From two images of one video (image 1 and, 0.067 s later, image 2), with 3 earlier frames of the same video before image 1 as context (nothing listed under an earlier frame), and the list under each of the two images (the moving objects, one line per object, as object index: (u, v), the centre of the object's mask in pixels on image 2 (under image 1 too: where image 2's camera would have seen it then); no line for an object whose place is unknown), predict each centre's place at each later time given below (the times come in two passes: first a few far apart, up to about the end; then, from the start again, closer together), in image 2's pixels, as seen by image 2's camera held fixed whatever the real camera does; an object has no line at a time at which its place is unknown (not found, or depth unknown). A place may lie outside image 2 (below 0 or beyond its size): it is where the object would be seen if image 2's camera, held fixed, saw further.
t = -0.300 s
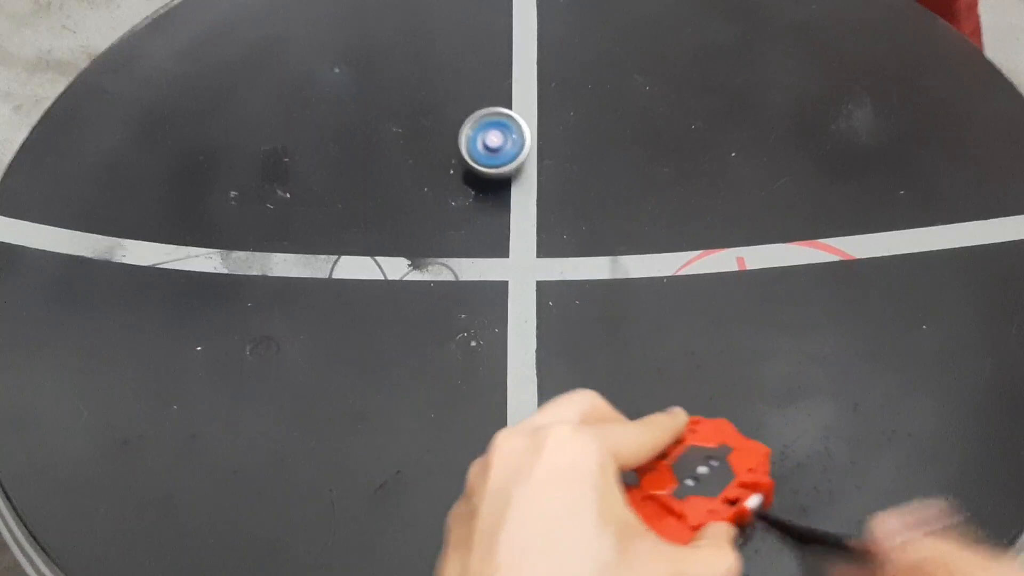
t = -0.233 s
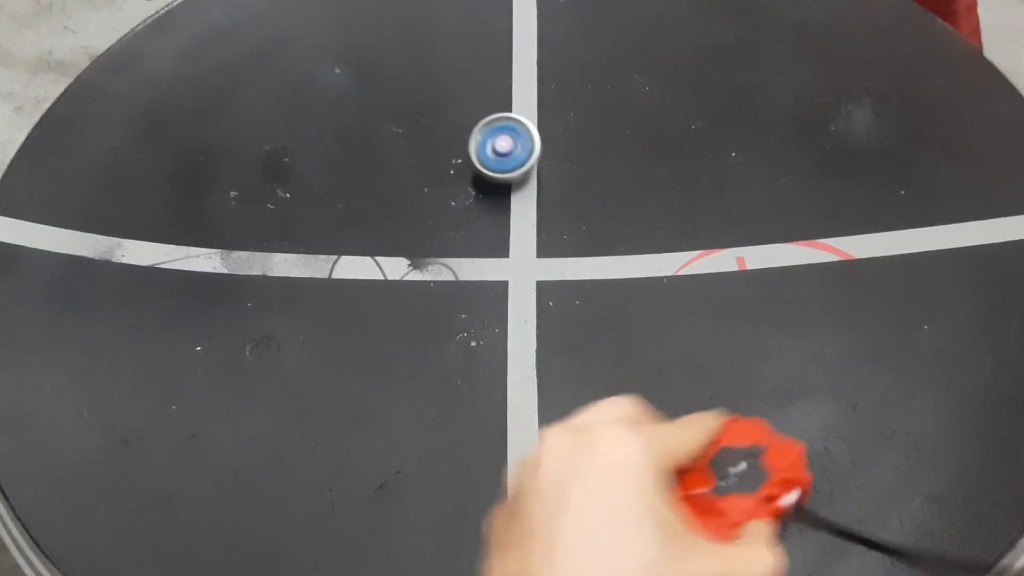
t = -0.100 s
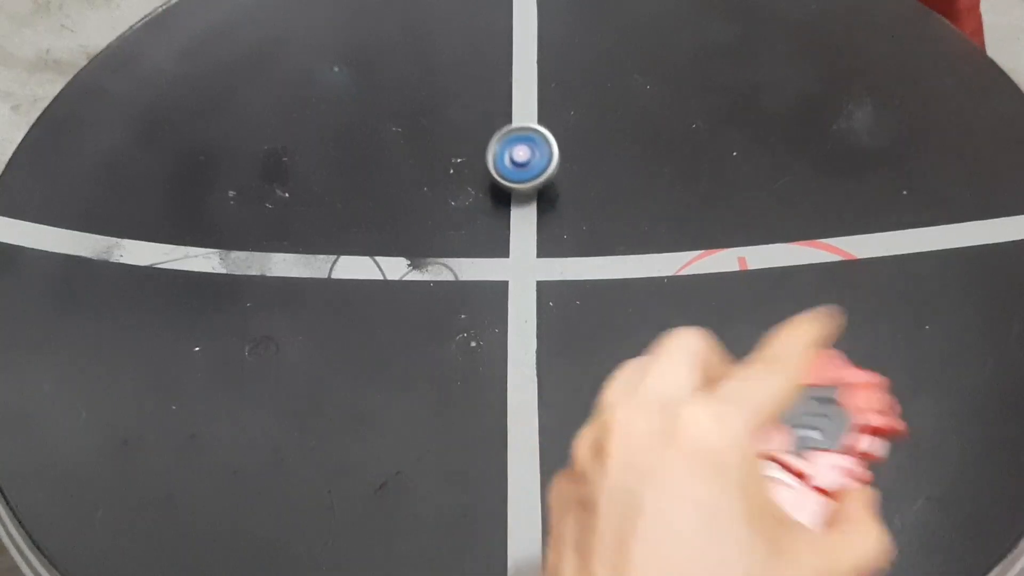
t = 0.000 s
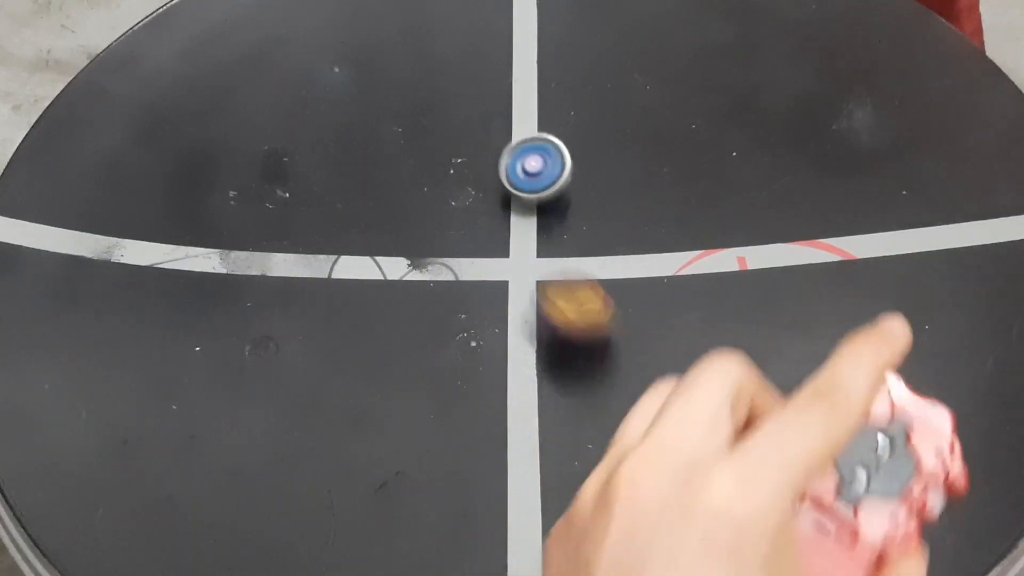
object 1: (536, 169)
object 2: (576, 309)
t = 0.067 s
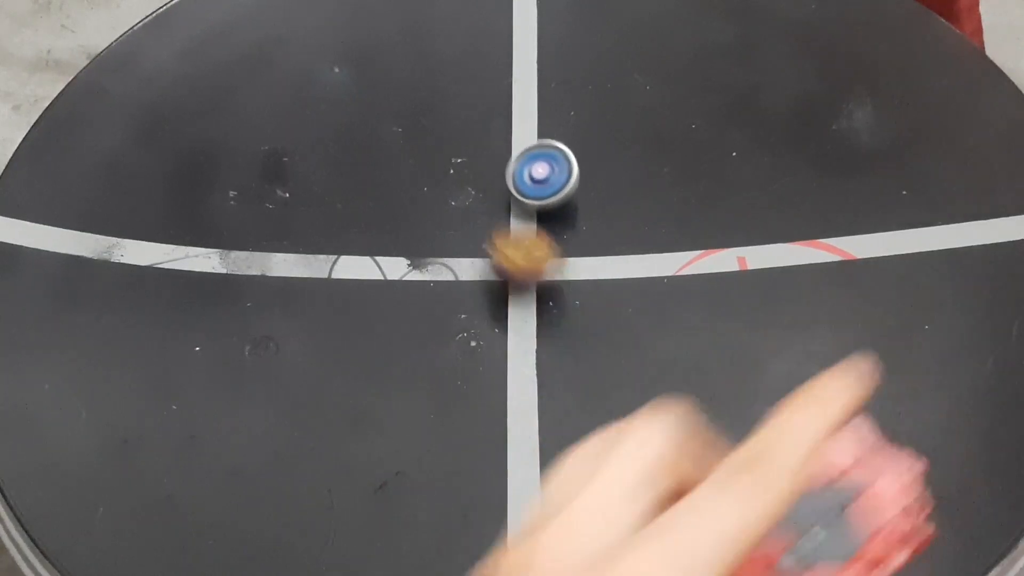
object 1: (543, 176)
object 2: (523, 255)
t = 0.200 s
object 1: (556, 191)
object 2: (402, 175)
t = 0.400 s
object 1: (568, 220)
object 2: (194, 143)
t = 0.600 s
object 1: (570, 247)
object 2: (53, 259)
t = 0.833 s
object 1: (565, 262)
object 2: (253, 375)
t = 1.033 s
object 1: (607, 257)
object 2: (448, 278)
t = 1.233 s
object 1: (846, 190)
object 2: (245, 230)
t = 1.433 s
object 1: (864, 172)
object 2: (126, 269)
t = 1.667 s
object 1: (800, 160)
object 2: (200, 322)
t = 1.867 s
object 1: (729, 143)
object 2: (358, 276)
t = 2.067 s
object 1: (648, 132)
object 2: (468, 168)
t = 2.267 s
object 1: (572, 130)
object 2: (503, 69)
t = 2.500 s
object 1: (480, 136)
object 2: (482, 27)
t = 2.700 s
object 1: (428, 155)
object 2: (477, 63)
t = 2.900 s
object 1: (389, 180)
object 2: (529, 142)
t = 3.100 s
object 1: (383, 204)
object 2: (635, 210)
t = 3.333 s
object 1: (388, 218)
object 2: (766, 248)
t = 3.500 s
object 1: (398, 226)
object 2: (834, 247)
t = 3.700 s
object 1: (415, 235)
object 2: (855, 238)
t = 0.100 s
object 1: (546, 180)
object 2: (494, 229)
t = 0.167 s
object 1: (553, 187)
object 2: (435, 188)
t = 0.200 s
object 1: (556, 191)
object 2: (402, 175)
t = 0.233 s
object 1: (559, 196)
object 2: (370, 162)
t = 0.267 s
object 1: (561, 201)
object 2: (331, 151)
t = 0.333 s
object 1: (564, 210)
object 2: (264, 141)
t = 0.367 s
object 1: (566, 215)
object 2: (231, 140)
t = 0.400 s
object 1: (568, 220)
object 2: (194, 143)
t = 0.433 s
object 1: (569, 224)
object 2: (161, 151)
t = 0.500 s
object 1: (569, 238)
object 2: (97, 182)
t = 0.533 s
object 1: (568, 242)
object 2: (73, 206)
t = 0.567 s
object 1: (569, 244)
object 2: (59, 231)
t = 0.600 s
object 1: (570, 247)
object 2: (53, 259)
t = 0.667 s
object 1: (569, 253)
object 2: (71, 312)
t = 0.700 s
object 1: (569, 255)
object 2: (93, 333)
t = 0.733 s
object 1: (568, 257)
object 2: (125, 349)
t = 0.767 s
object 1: (567, 259)
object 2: (165, 365)
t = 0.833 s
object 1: (565, 262)
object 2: (253, 375)
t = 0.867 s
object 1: (563, 264)
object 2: (300, 371)
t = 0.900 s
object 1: (562, 266)
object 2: (350, 358)
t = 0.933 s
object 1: (560, 268)
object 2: (392, 343)
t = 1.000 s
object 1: (557, 272)
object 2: (472, 300)
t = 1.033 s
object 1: (607, 257)
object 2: (448, 278)
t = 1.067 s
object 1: (659, 246)
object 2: (414, 266)
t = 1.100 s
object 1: (706, 231)
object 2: (376, 253)
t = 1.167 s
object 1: (789, 208)
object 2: (308, 236)
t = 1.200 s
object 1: (821, 198)
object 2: (275, 234)
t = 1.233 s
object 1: (846, 190)
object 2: (245, 230)
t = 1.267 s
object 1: (864, 181)
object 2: (218, 231)
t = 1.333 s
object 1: (877, 174)
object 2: (169, 240)
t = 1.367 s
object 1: (875, 173)
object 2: (152, 247)
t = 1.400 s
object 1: (871, 172)
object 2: (136, 257)
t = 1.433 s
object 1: (864, 172)
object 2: (126, 269)
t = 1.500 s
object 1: (851, 172)
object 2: (123, 292)
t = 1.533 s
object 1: (842, 171)
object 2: (129, 301)
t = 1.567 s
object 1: (832, 169)
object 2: (139, 309)
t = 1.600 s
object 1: (822, 166)
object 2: (158, 317)
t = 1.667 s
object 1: (800, 160)
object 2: (200, 322)
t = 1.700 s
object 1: (789, 156)
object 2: (228, 319)
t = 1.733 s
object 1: (778, 154)
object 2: (253, 314)
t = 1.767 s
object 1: (766, 151)
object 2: (278, 308)
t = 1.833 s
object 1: (741, 145)
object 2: (332, 288)
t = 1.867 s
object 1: (729, 143)
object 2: (358, 276)
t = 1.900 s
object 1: (716, 140)
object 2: (382, 262)
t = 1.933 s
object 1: (703, 138)
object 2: (404, 246)
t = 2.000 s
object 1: (675, 134)
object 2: (443, 207)
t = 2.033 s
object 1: (661, 133)
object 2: (456, 187)
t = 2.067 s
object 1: (648, 132)
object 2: (468, 168)
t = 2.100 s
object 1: (635, 131)
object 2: (477, 150)
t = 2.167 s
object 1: (608, 129)
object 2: (494, 116)
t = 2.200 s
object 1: (596, 129)
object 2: (500, 99)
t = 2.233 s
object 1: (583, 129)
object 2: (502, 83)
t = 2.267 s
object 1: (572, 130)
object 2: (503, 69)
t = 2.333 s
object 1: (547, 130)
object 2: (500, 46)
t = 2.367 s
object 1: (533, 131)
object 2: (497, 38)
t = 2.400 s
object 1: (520, 131)
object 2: (493, 32)
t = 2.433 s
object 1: (506, 134)
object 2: (490, 28)
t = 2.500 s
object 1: (480, 136)
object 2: (482, 27)
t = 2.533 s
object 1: (471, 139)
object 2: (479, 28)
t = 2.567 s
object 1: (463, 141)
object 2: (477, 33)
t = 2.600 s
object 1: (455, 144)
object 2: (476, 39)
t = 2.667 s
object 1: (437, 151)
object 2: (475, 53)
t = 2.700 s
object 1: (428, 155)
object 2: (477, 63)
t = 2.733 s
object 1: (420, 159)
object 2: (482, 74)
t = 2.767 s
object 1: (412, 163)
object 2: (488, 87)
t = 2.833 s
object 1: (398, 172)
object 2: (506, 113)
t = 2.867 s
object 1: (393, 175)
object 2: (517, 128)
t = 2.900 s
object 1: (389, 180)
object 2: (529, 142)
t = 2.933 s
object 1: (386, 185)
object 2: (547, 155)
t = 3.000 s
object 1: (383, 195)
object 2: (577, 178)
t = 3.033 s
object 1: (382, 199)
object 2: (596, 191)
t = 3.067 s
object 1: (382, 202)
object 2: (615, 201)
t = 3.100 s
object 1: (383, 204)
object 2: (635, 210)
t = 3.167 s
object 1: (384, 208)
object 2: (672, 225)
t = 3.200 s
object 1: (385, 210)
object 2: (691, 232)
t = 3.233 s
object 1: (385, 212)
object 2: (711, 239)
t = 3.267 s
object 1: (386, 214)
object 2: (730, 242)
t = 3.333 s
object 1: (388, 218)
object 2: (766, 248)
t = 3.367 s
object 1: (390, 220)
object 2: (783, 250)
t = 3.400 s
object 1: (392, 222)
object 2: (800, 250)
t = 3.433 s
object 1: (394, 223)
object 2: (815, 250)
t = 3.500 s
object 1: (398, 226)
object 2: (834, 247)
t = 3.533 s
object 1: (401, 227)
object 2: (841, 246)
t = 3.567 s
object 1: (404, 229)
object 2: (847, 245)
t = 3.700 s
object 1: (415, 235)
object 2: (855, 238)
